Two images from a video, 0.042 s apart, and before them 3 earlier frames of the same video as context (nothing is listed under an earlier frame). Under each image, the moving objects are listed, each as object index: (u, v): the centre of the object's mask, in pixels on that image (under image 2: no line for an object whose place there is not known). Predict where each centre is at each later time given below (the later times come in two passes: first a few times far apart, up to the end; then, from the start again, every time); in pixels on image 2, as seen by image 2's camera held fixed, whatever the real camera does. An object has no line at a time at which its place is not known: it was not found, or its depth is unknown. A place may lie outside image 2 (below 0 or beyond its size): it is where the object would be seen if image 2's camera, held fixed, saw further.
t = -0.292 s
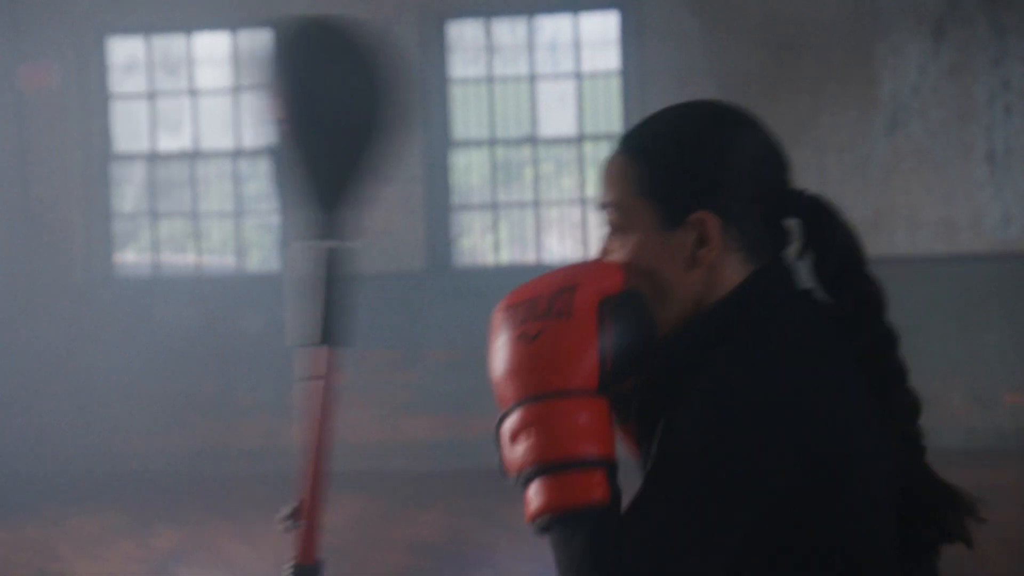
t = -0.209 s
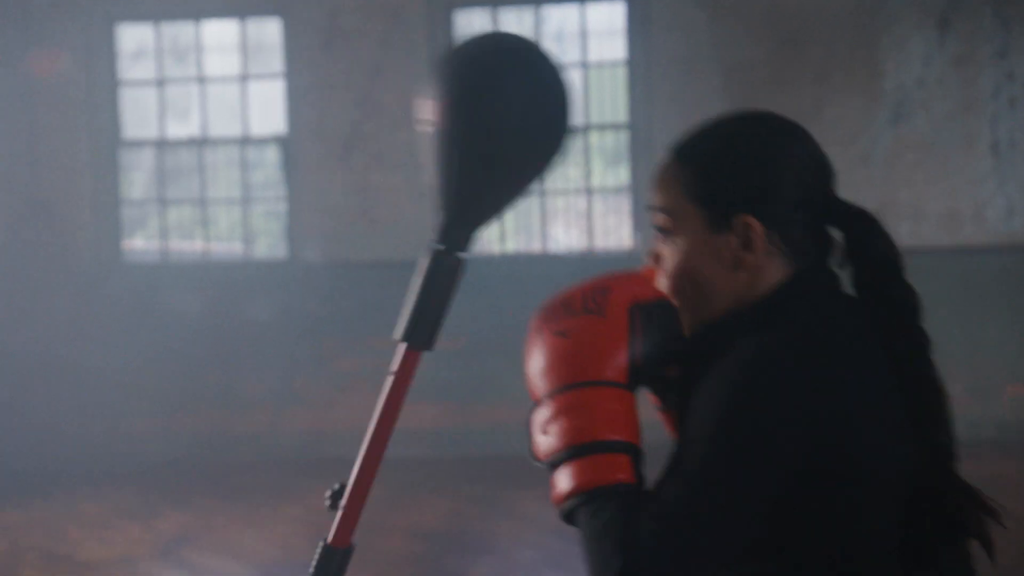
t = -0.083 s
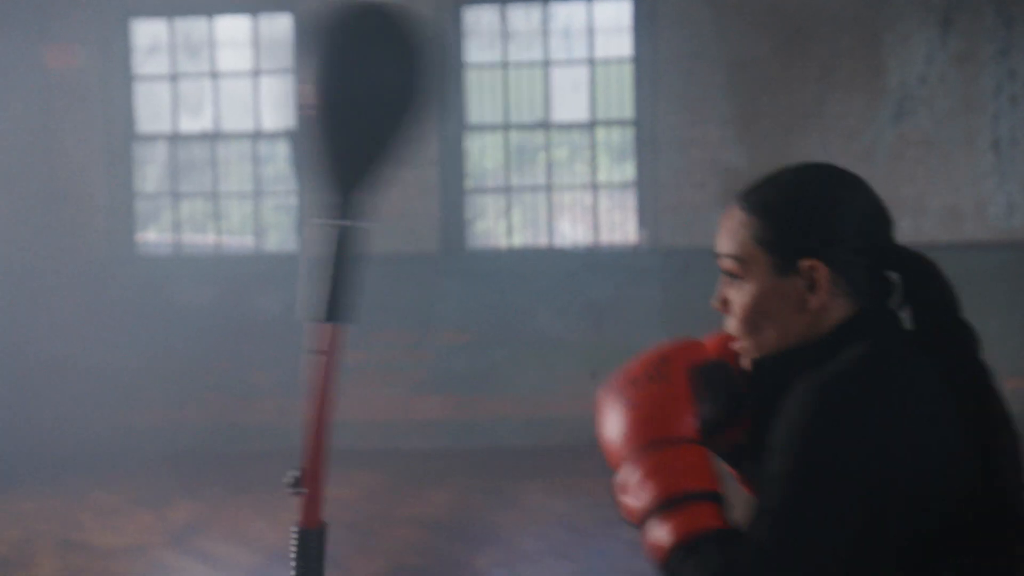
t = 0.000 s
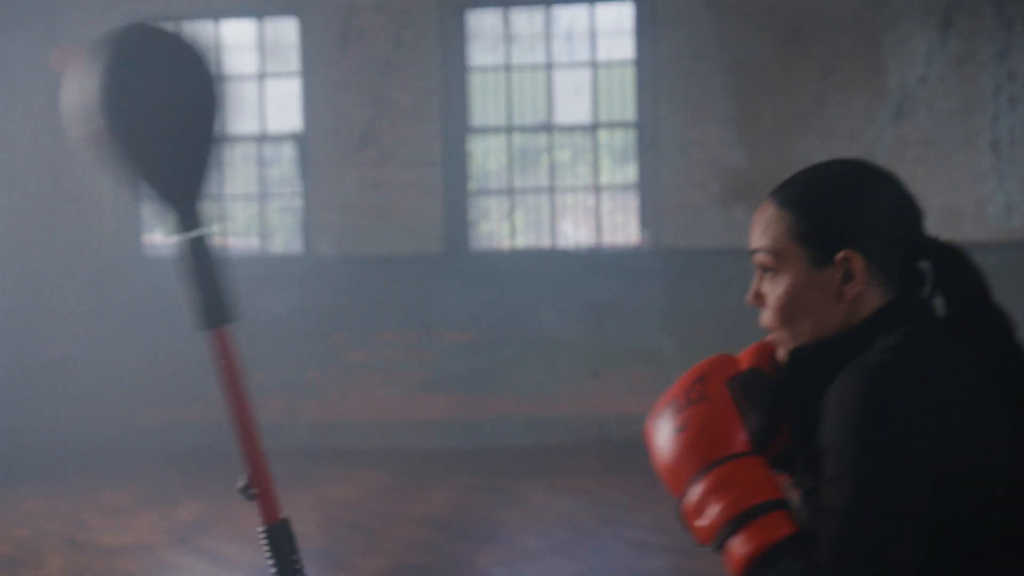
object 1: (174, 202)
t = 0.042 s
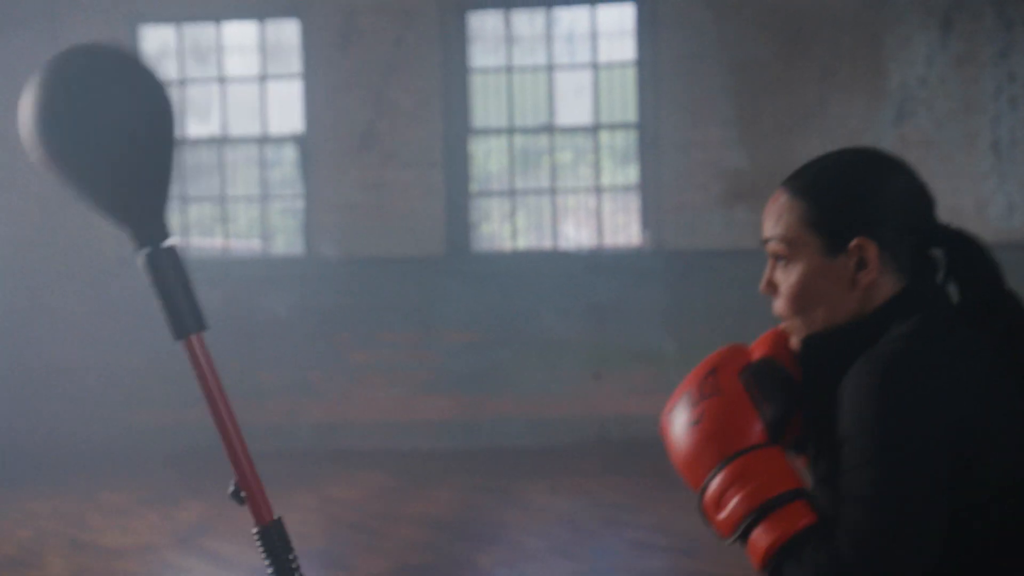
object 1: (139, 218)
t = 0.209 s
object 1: (304, 218)
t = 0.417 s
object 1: (368, 206)
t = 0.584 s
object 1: (190, 209)
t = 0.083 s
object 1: (136, 220)
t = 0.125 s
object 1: (166, 218)
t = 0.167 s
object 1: (234, 228)
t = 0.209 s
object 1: (304, 218)
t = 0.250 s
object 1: (369, 221)
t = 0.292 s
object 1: (415, 215)
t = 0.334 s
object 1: (434, 212)
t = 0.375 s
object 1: (408, 216)
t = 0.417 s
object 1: (368, 206)
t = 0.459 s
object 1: (301, 199)
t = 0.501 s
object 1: (232, 194)
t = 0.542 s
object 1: (198, 204)
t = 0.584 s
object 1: (190, 209)
